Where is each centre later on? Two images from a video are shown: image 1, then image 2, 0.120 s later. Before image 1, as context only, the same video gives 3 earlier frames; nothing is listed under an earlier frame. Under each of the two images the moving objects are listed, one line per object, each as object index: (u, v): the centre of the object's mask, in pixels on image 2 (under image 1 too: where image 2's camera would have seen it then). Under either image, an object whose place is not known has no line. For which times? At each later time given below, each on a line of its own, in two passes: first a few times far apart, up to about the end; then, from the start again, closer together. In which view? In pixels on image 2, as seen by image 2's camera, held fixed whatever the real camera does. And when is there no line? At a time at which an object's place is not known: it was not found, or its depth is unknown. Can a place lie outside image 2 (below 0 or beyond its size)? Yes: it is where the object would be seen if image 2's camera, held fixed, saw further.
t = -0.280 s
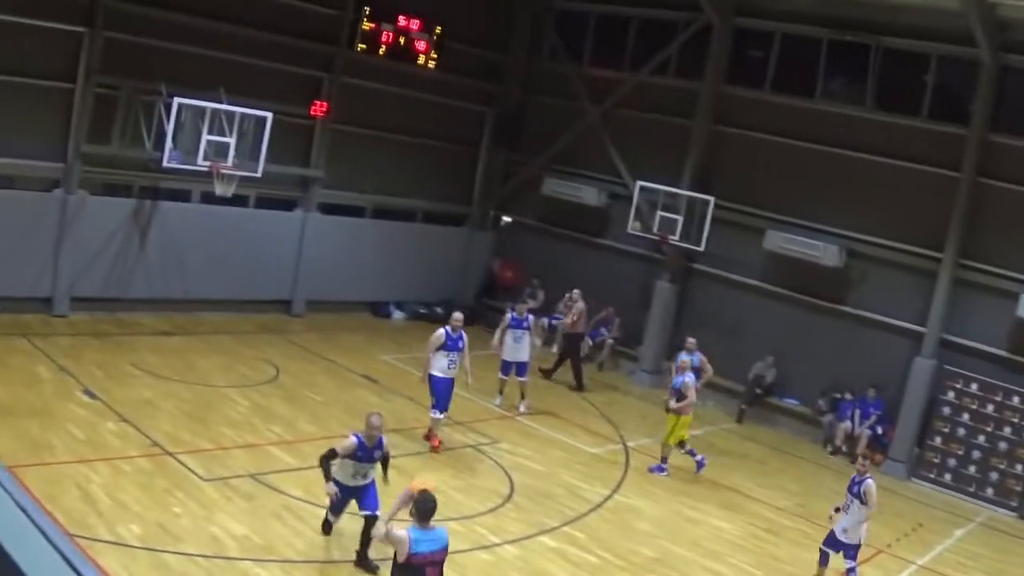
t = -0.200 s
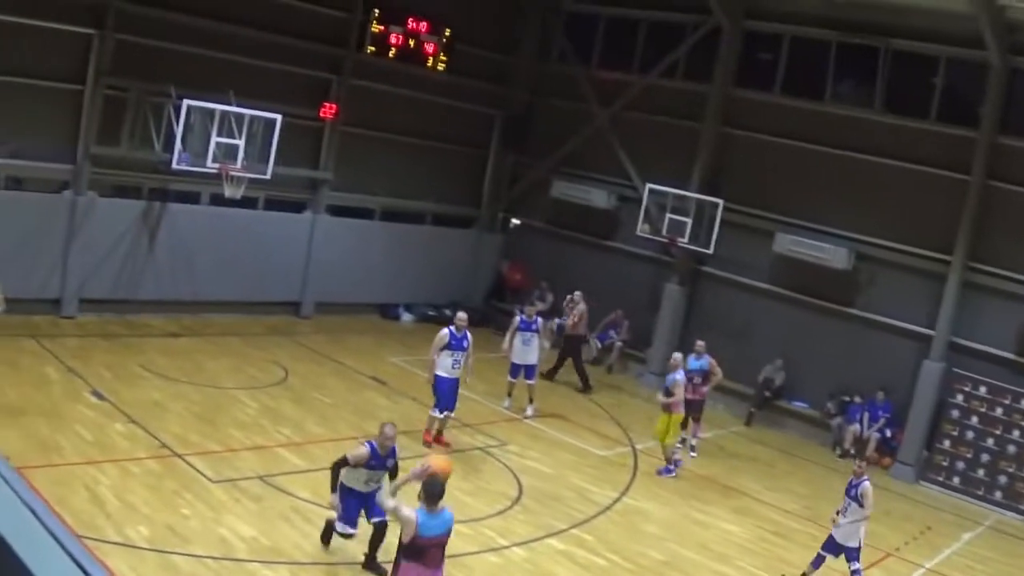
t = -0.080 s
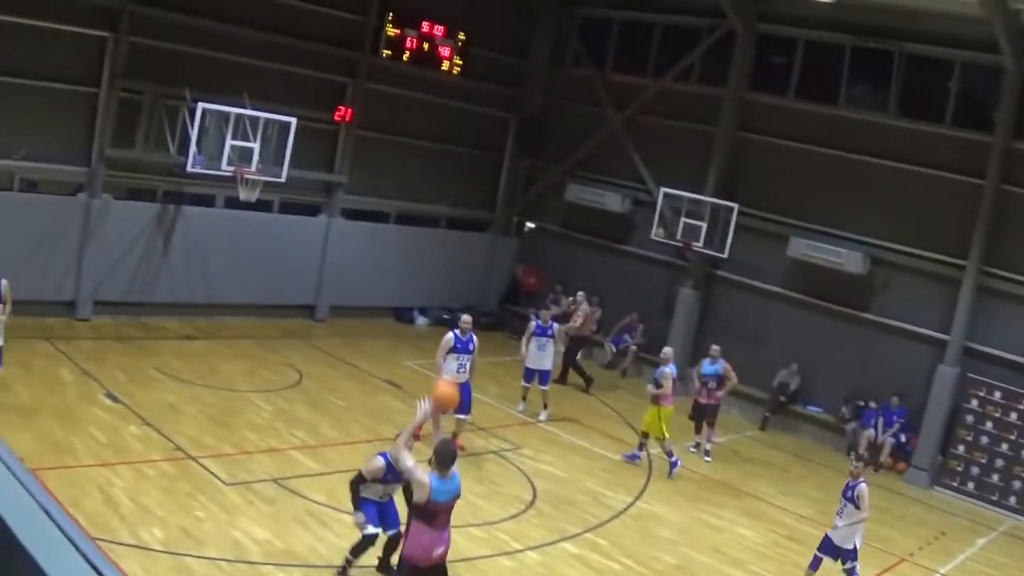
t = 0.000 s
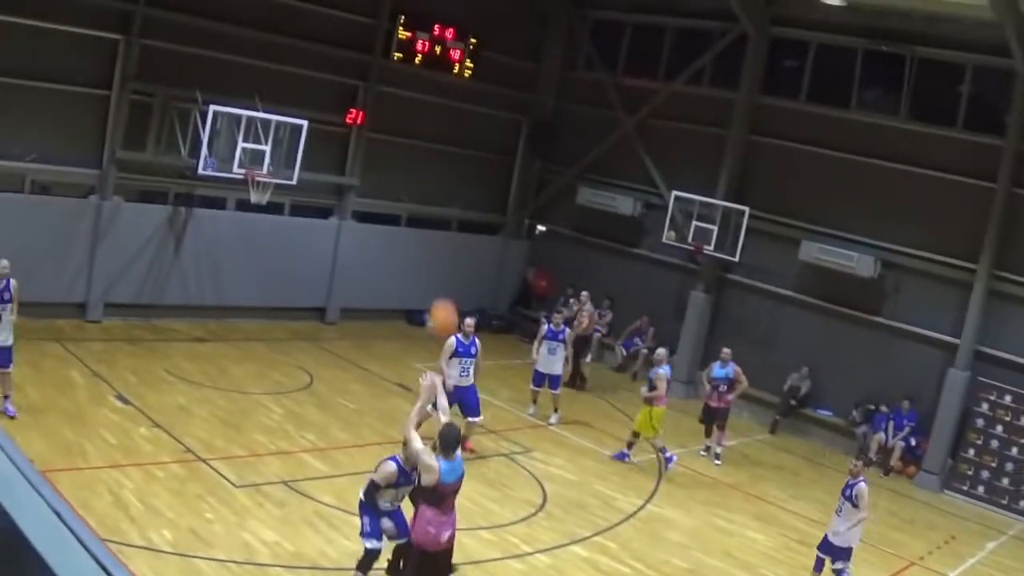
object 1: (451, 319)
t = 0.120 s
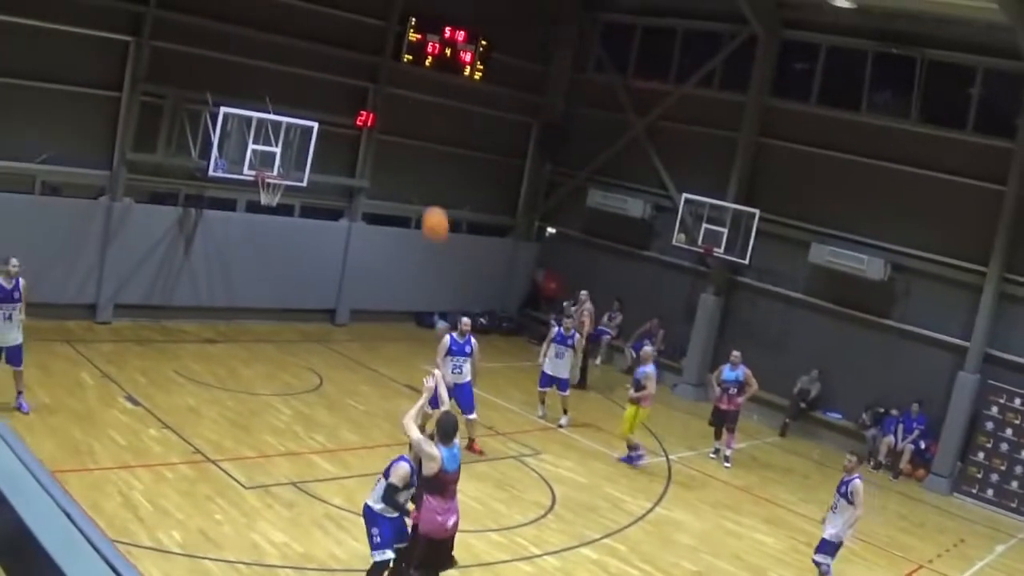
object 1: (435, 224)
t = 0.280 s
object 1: (413, 138)
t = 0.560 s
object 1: (375, 73)
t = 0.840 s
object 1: (338, 79)
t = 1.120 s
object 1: (302, 133)
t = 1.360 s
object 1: (298, 207)
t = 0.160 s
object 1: (430, 199)
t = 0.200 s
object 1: (424, 176)
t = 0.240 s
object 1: (419, 156)
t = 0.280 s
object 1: (413, 138)
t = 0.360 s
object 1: (402, 110)
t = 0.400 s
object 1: (396, 99)
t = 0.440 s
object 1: (391, 89)
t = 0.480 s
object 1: (386, 83)
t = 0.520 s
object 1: (380, 77)
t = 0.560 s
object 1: (375, 73)
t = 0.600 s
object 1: (370, 70)
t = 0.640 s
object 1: (364, 69)
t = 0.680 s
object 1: (359, 69)
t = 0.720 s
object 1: (354, 70)
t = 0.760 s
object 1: (349, 71)
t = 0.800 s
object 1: (343, 75)
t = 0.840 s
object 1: (338, 79)
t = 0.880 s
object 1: (333, 84)
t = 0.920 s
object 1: (328, 90)
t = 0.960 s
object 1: (323, 97)
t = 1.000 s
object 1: (318, 105)
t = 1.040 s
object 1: (313, 112)
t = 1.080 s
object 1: (308, 122)
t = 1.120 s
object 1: (302, 133)
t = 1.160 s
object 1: (298, 143)
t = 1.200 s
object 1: (293, 154)
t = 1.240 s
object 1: (288, 164)
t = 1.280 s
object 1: (285, 176)
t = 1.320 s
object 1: (291, 191)
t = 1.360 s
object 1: (298, 207)
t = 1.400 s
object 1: (305, 222)
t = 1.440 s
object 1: (311, 238)
